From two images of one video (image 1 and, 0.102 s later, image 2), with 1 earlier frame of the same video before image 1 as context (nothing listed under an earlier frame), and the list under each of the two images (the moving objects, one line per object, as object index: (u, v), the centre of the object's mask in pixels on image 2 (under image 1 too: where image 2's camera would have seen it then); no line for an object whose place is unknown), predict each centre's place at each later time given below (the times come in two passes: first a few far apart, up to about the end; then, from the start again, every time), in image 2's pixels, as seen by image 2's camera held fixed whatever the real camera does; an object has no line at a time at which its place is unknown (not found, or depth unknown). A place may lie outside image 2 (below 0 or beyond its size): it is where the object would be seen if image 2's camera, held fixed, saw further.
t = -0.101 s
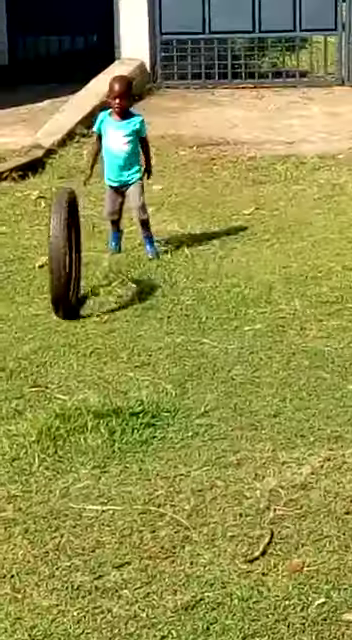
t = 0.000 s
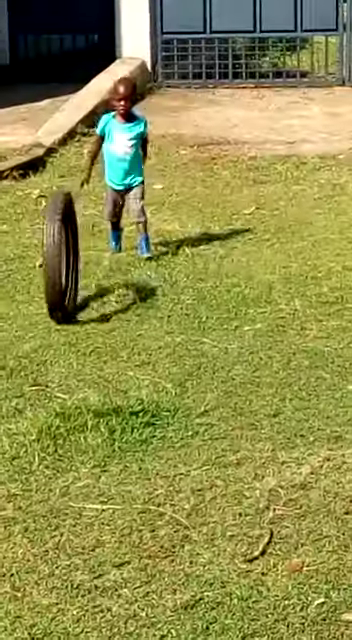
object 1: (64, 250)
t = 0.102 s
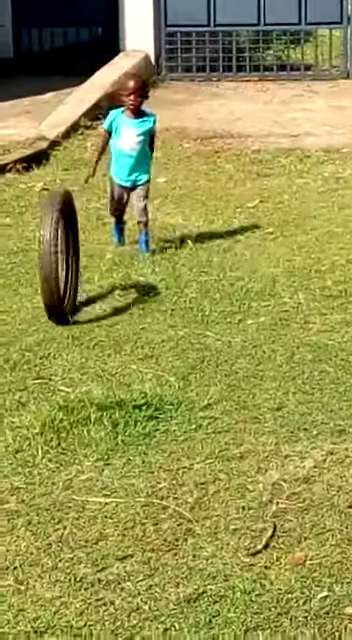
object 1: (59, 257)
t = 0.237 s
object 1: (51, 263)
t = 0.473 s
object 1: (39, 276)
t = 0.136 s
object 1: (57, 258)
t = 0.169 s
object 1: (55, 260)
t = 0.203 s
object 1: (54, 262)
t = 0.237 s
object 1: (51, 263)
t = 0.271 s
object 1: (50, 265)
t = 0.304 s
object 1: (48, 267)
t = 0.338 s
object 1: (46, 269)
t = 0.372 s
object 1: (44, 271)
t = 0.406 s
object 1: (41, 273)
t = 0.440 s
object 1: (39, 274)
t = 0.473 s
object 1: (39, 276)
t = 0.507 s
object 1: (39, 278)
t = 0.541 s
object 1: (44, 279)
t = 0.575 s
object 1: (44, 280)
